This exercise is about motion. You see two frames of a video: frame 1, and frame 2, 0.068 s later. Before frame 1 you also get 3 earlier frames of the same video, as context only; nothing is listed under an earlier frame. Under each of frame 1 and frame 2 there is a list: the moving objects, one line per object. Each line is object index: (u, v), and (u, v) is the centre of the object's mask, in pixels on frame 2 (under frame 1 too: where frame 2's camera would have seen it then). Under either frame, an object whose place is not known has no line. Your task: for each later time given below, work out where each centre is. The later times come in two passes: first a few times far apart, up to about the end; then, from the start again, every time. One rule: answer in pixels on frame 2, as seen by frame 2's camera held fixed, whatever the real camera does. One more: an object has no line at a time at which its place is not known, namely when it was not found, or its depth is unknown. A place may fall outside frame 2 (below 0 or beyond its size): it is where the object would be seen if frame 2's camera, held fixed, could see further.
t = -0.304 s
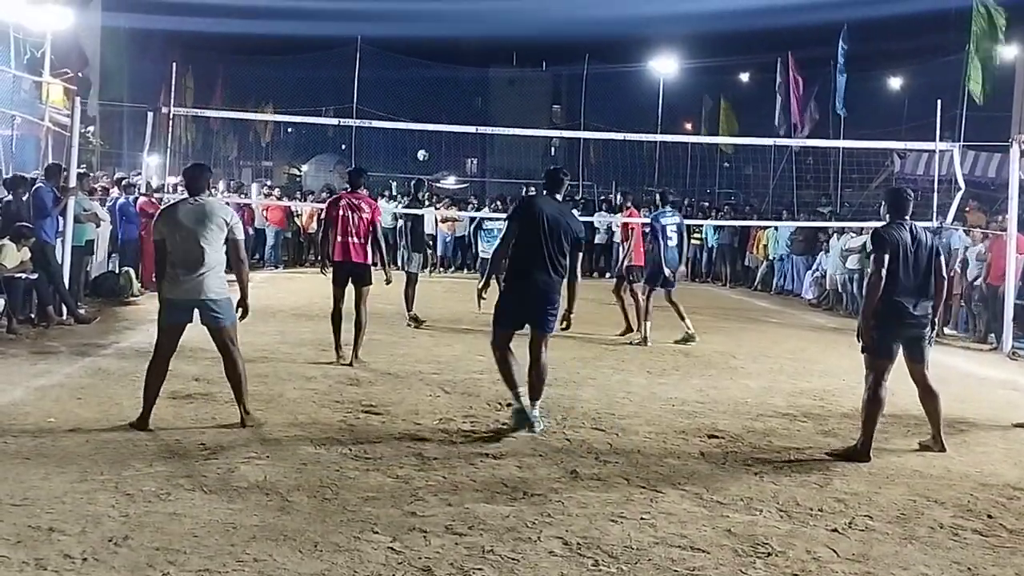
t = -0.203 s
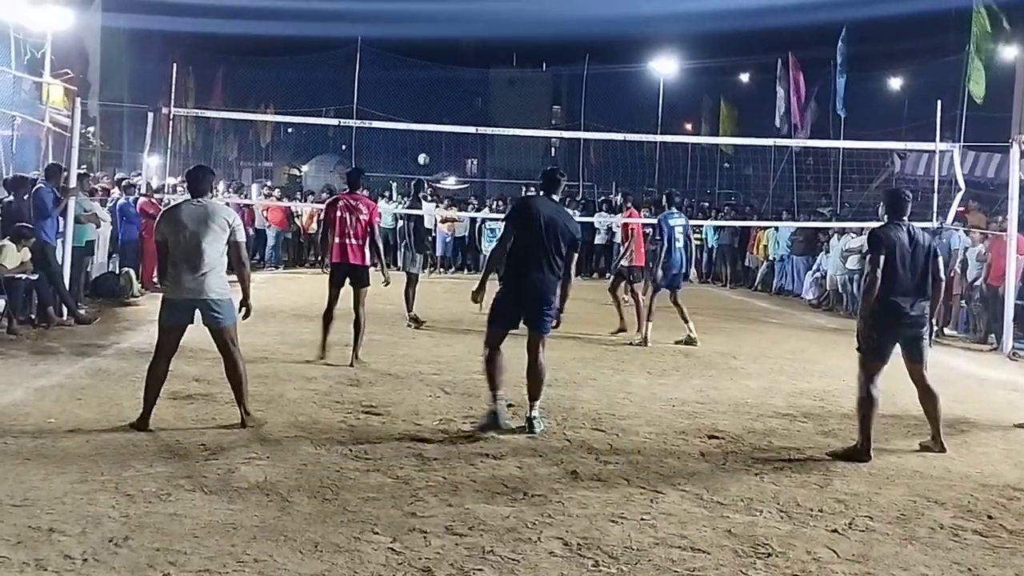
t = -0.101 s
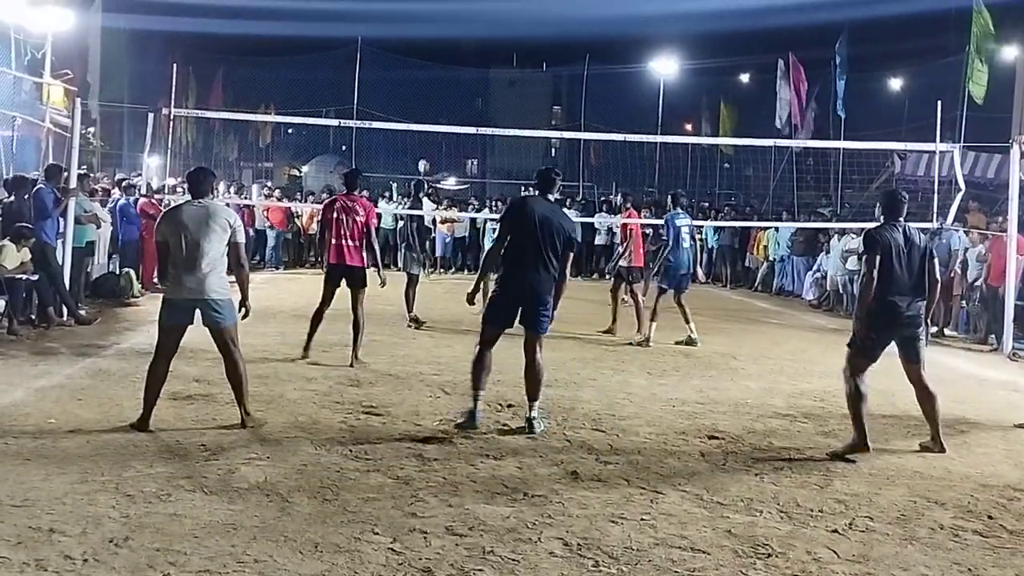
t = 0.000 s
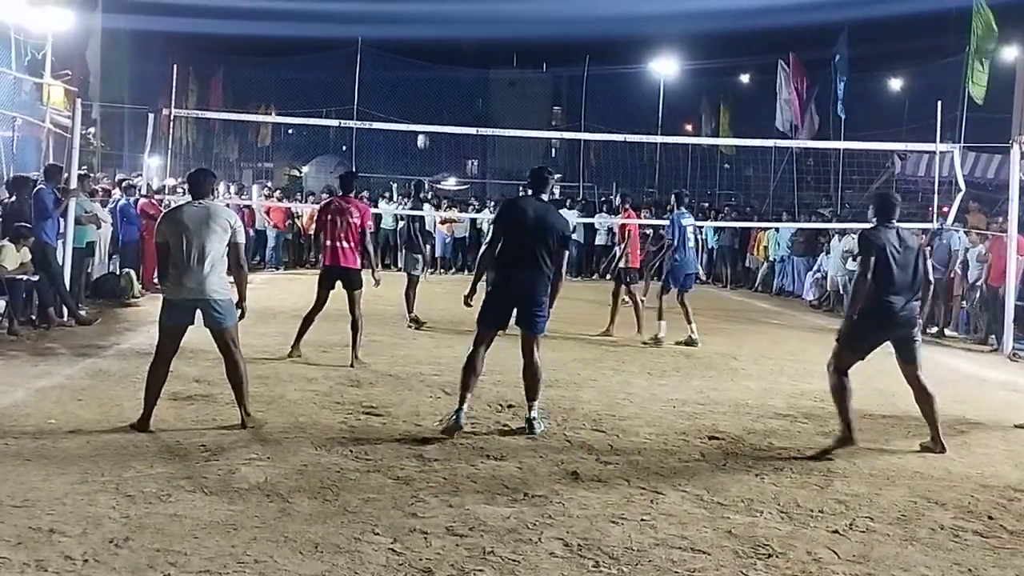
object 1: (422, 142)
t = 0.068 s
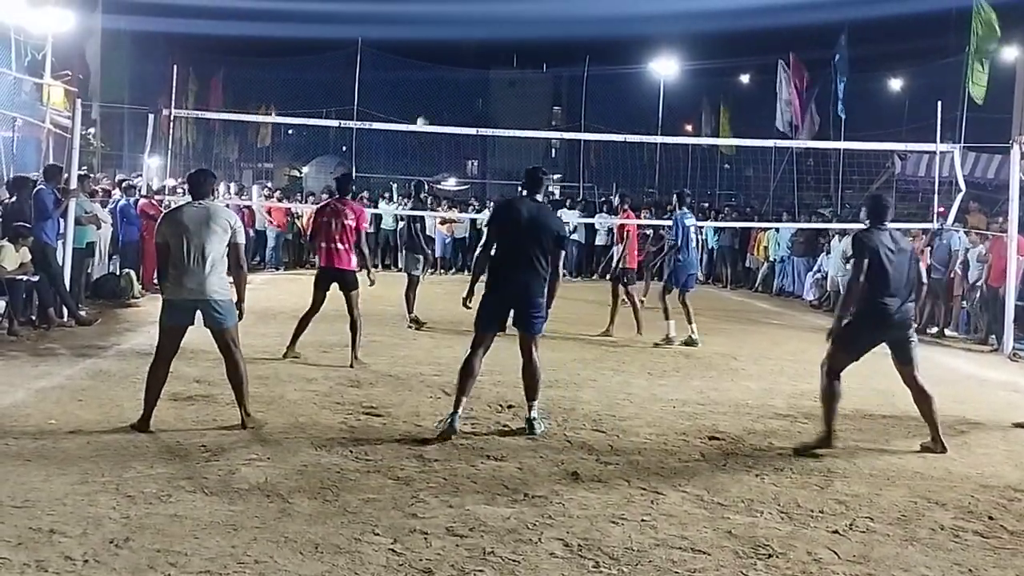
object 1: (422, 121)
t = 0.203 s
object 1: (421, 94)
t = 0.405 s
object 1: (421, 57)
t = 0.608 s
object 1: (420, 39)
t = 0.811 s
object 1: (410, 57)
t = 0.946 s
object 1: (398, 102)
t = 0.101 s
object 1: (422, 116)
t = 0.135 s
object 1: (421, 108)
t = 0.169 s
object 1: (421, 101)
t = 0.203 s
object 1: (421, 94)
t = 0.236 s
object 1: (421, 87)
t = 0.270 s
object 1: (421, 80)
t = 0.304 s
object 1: (421, 73)
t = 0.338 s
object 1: (421, 68)
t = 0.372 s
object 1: (421, 62)
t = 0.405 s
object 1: (421, 57)
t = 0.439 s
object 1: (421, 52)
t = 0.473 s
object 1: (421, 48)
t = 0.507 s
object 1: (421, 45)
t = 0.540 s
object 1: (421, 42)
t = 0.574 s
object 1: (420, 40)
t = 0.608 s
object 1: (420, 39)
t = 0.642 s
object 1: (419, 39)
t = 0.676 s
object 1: (417, 40)
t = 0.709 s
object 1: (416, 42)
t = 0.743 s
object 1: (414, 46)
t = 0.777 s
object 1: (412, 51)
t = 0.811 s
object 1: (410, 57)
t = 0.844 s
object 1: (408, 65)
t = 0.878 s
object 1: (405, 75)
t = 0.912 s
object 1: (402, 87)
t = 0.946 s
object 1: (398, 102)
